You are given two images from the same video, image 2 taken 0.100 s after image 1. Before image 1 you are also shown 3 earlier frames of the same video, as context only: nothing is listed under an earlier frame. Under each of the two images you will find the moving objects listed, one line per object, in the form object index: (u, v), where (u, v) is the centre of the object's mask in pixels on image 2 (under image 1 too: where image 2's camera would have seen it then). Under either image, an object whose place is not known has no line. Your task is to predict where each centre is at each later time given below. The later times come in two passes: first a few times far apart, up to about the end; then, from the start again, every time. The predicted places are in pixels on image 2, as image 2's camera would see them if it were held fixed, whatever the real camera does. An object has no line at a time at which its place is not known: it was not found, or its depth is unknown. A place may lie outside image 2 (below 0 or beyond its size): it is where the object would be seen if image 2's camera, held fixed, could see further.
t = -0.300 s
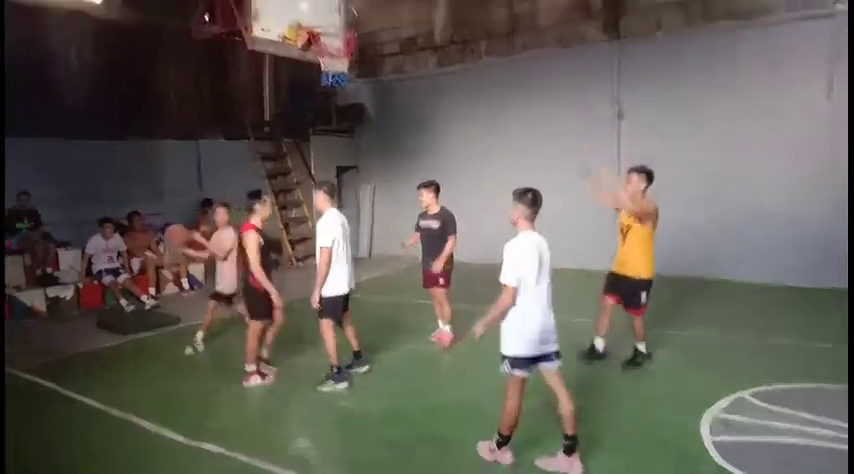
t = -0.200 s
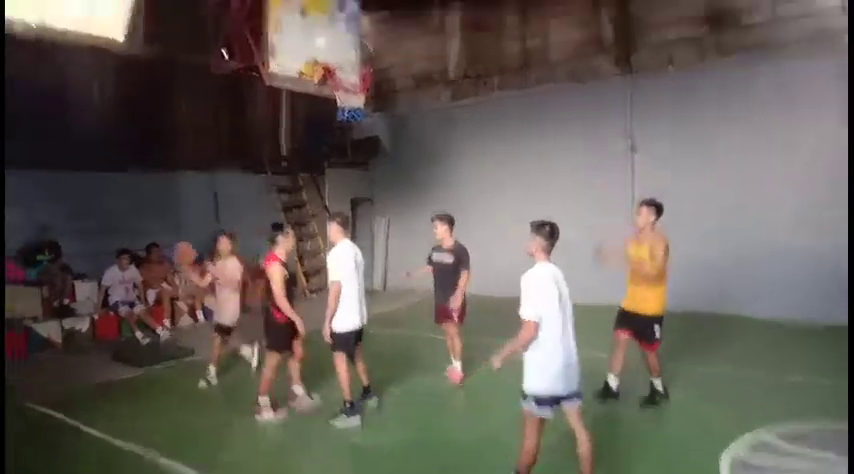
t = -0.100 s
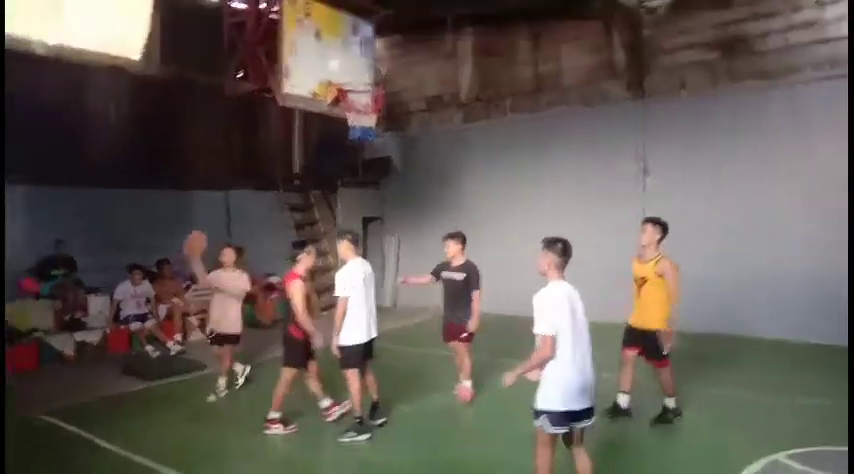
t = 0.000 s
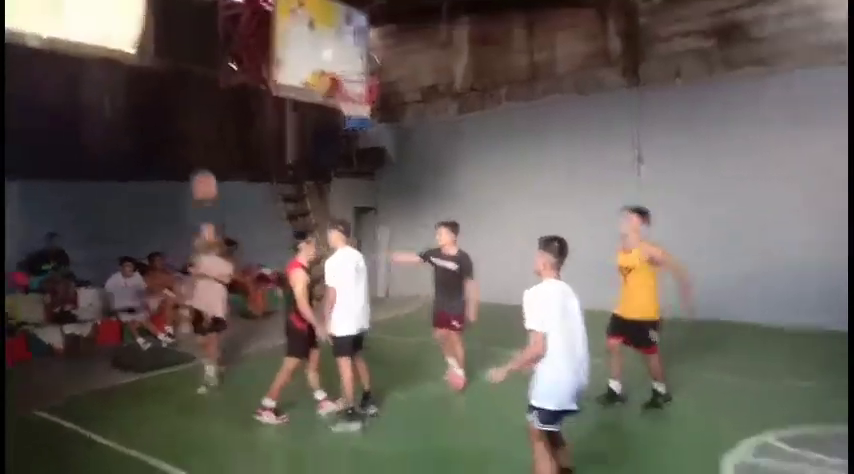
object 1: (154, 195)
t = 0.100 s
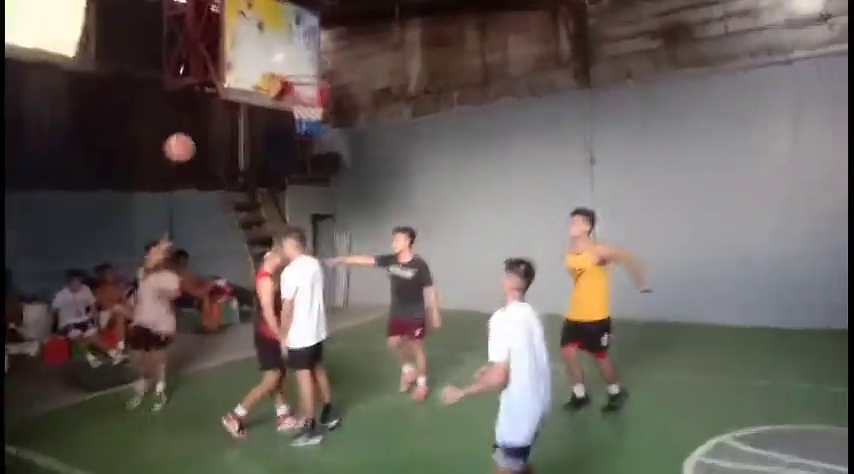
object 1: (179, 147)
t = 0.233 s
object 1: (219, 91)
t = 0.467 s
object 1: (333, 22)
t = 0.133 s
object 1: (188, 133)
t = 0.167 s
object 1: (198, 118)
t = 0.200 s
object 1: (208, 103)
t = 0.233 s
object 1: (219, 91)
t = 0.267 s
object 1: (232, 80)
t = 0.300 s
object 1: (247, 68)
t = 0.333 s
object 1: (261, 55)
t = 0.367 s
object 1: (276, 45)
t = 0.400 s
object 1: (292, 36)
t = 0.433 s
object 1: (313, 28)
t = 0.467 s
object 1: (333, 22)
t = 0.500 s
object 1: (353, 19)
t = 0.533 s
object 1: (376, 16)
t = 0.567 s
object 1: (401, 16)
